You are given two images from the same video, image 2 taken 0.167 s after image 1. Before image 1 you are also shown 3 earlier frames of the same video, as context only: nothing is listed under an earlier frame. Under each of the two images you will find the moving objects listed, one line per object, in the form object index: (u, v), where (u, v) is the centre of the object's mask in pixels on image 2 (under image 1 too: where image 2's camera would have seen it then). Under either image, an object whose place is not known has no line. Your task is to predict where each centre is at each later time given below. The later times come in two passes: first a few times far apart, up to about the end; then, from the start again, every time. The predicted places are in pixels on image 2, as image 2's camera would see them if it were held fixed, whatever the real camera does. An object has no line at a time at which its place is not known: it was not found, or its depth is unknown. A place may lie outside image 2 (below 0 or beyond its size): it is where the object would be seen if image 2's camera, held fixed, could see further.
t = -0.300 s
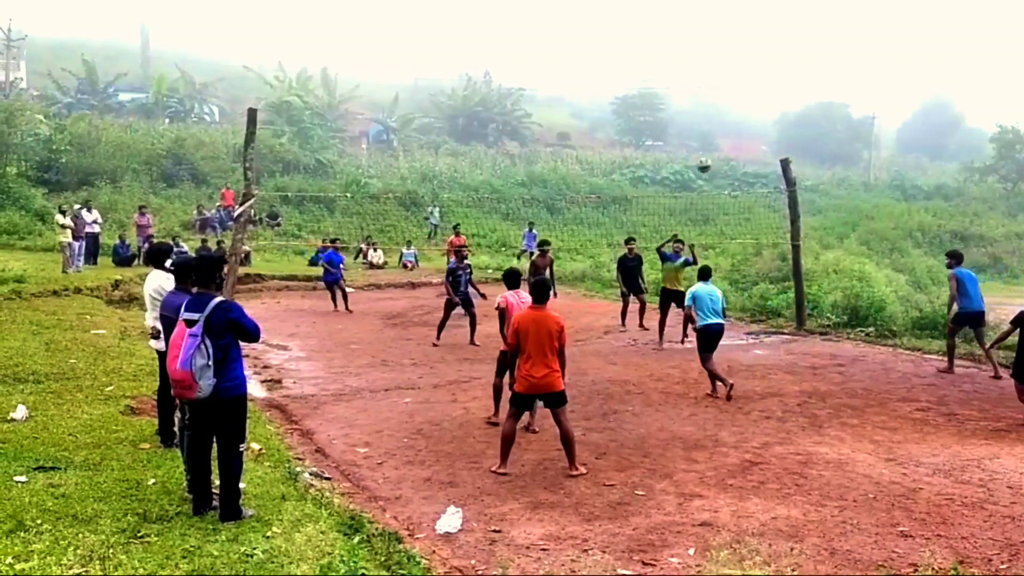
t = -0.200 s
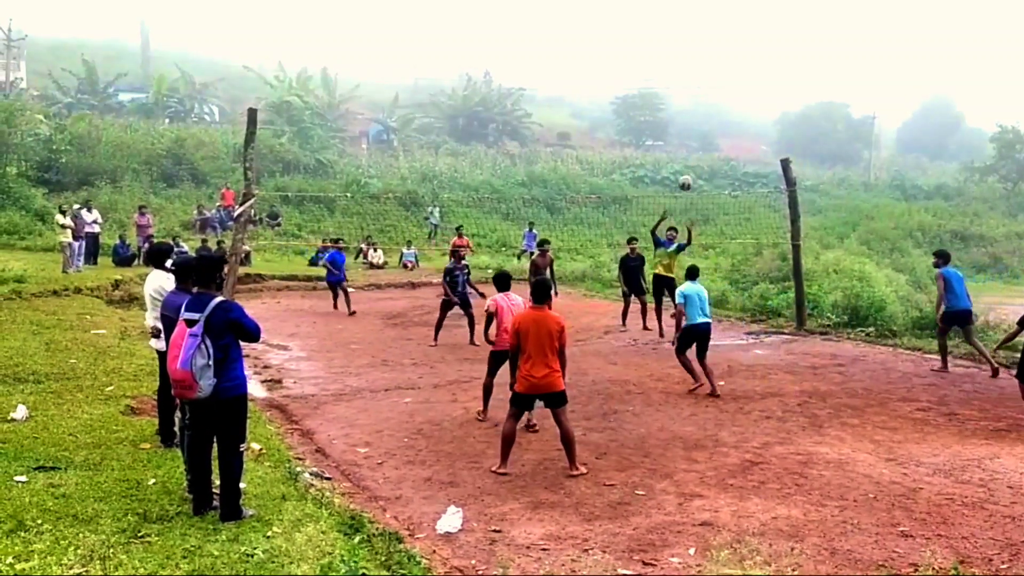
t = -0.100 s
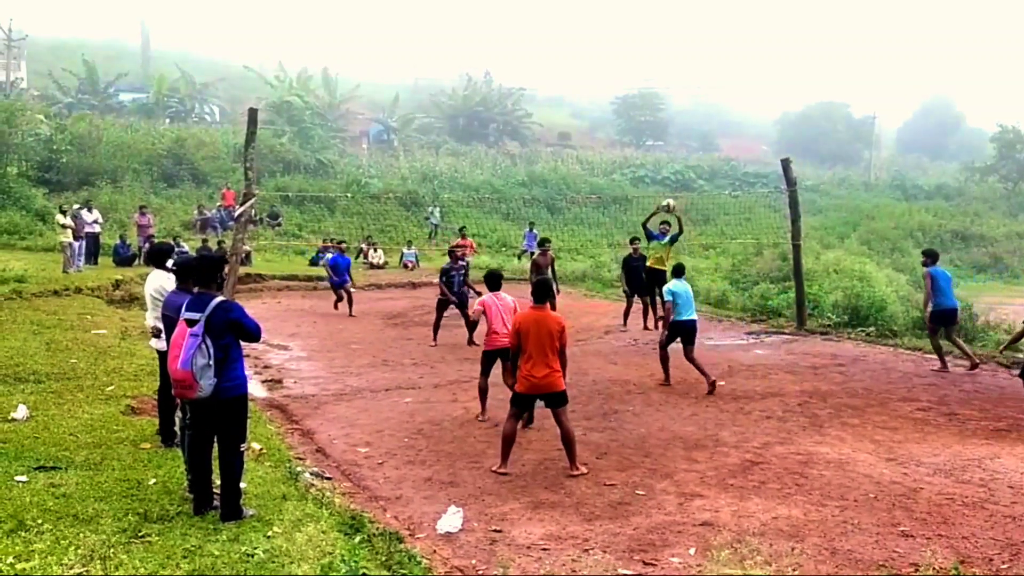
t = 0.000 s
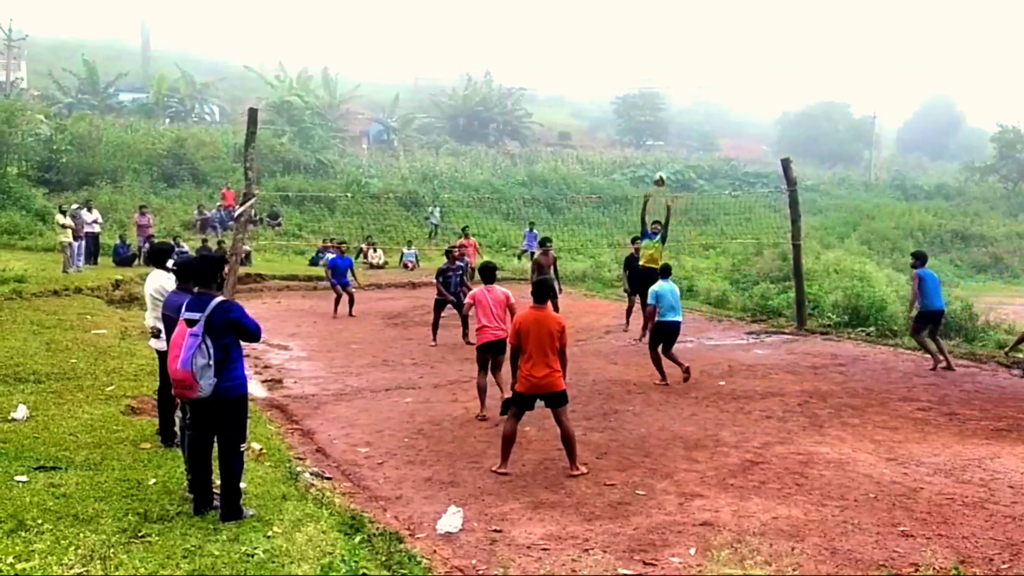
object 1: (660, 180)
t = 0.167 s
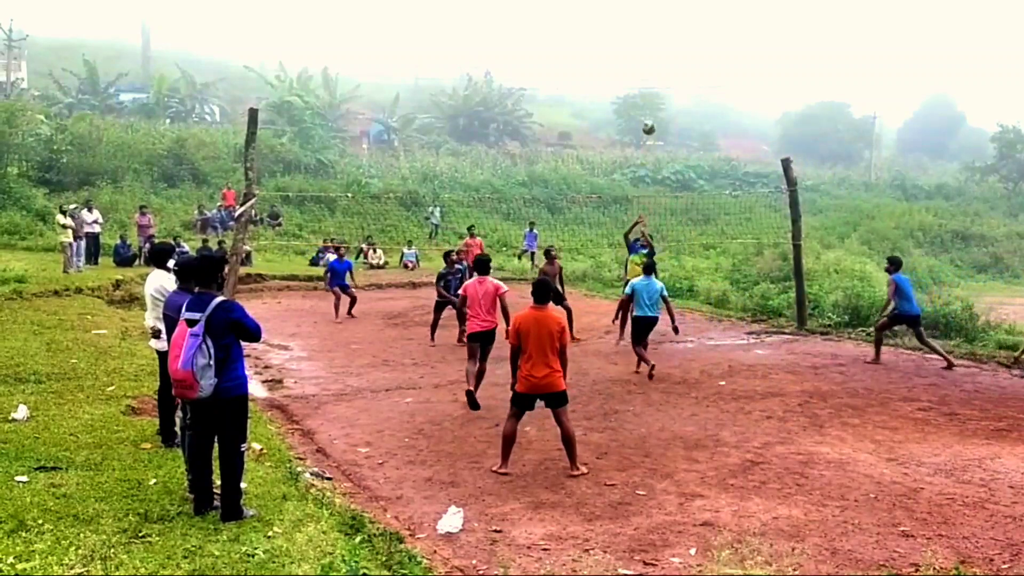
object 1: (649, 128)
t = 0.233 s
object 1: (644, 111)
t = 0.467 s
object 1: (626, 77)
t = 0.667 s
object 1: (613, 82)
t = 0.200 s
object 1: (646, 119)
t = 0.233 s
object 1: (644, 111)
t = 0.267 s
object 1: (642, 105)
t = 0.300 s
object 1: (639, 100)
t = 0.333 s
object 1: (637, 94)
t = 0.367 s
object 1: (635, 89)
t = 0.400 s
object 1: (633, 85)
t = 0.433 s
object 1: (628, 79)
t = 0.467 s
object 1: (626, 77)
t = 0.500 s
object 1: (624, 76)
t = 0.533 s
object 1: (622, 76)
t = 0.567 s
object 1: (619, 76)
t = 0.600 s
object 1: (617, 77)
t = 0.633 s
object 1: (615, 79)
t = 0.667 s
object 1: (613, 82)
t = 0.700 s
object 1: (610, 85)
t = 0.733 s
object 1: (608, 89)
